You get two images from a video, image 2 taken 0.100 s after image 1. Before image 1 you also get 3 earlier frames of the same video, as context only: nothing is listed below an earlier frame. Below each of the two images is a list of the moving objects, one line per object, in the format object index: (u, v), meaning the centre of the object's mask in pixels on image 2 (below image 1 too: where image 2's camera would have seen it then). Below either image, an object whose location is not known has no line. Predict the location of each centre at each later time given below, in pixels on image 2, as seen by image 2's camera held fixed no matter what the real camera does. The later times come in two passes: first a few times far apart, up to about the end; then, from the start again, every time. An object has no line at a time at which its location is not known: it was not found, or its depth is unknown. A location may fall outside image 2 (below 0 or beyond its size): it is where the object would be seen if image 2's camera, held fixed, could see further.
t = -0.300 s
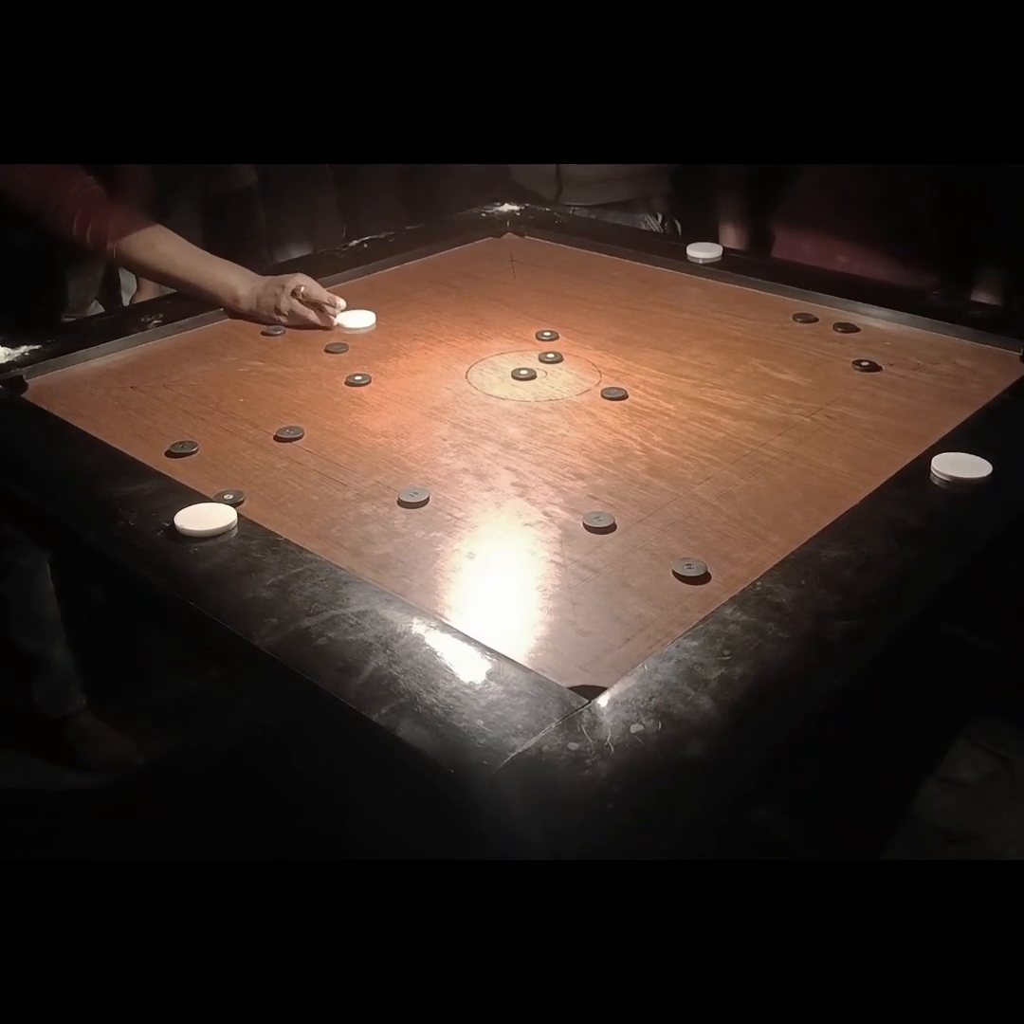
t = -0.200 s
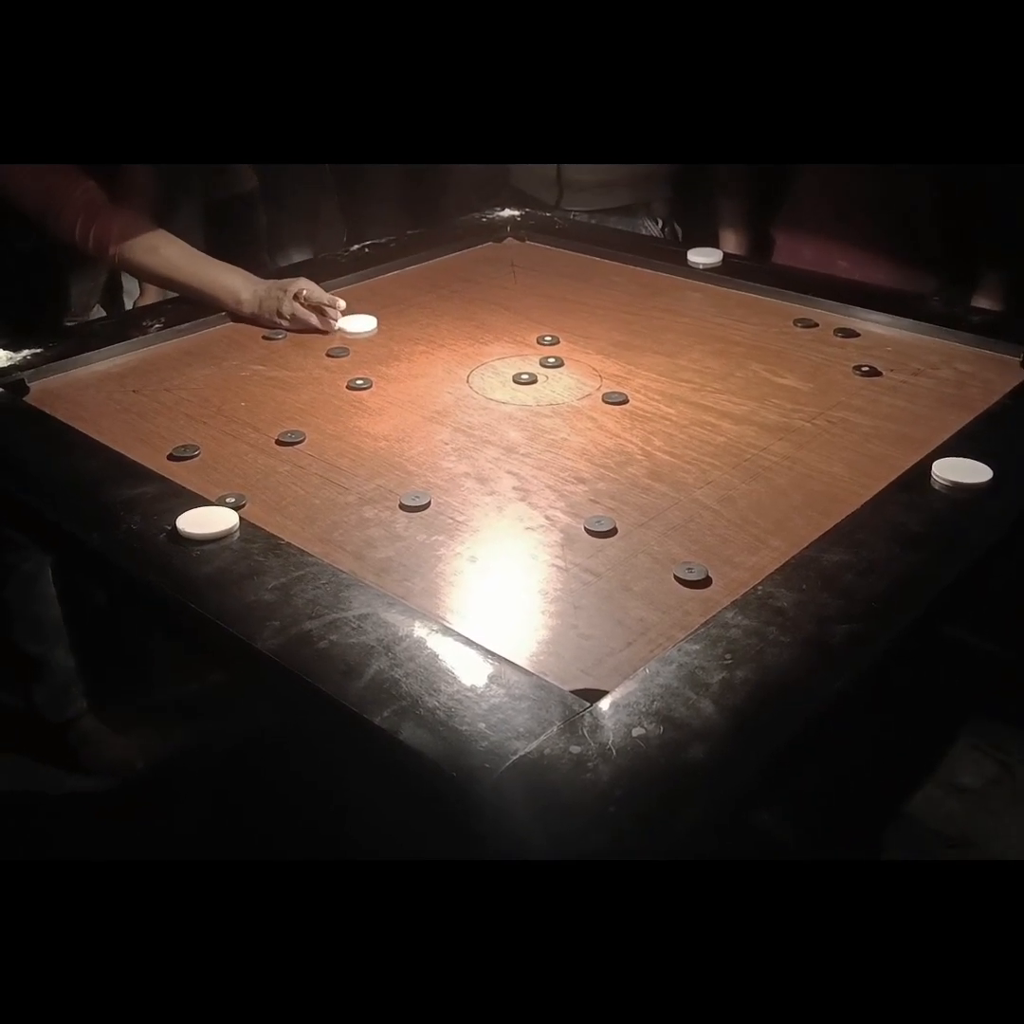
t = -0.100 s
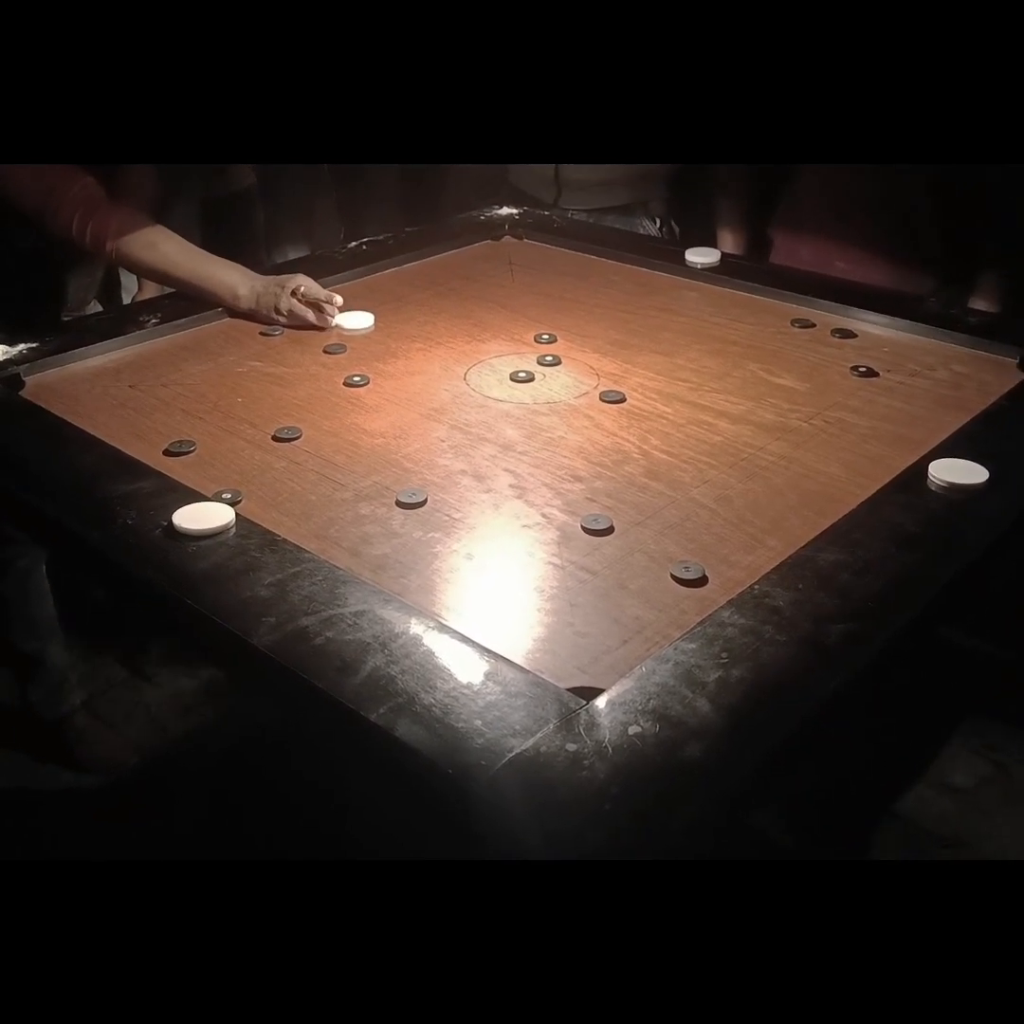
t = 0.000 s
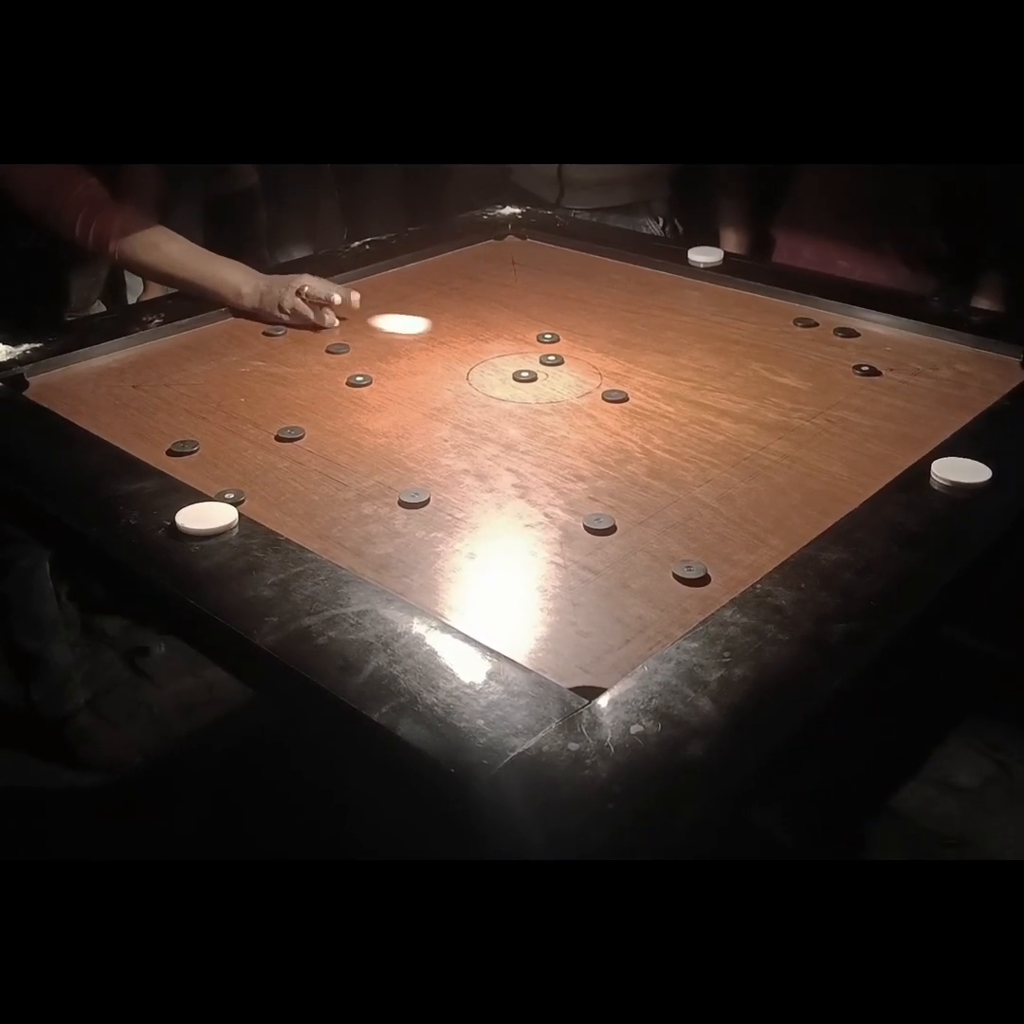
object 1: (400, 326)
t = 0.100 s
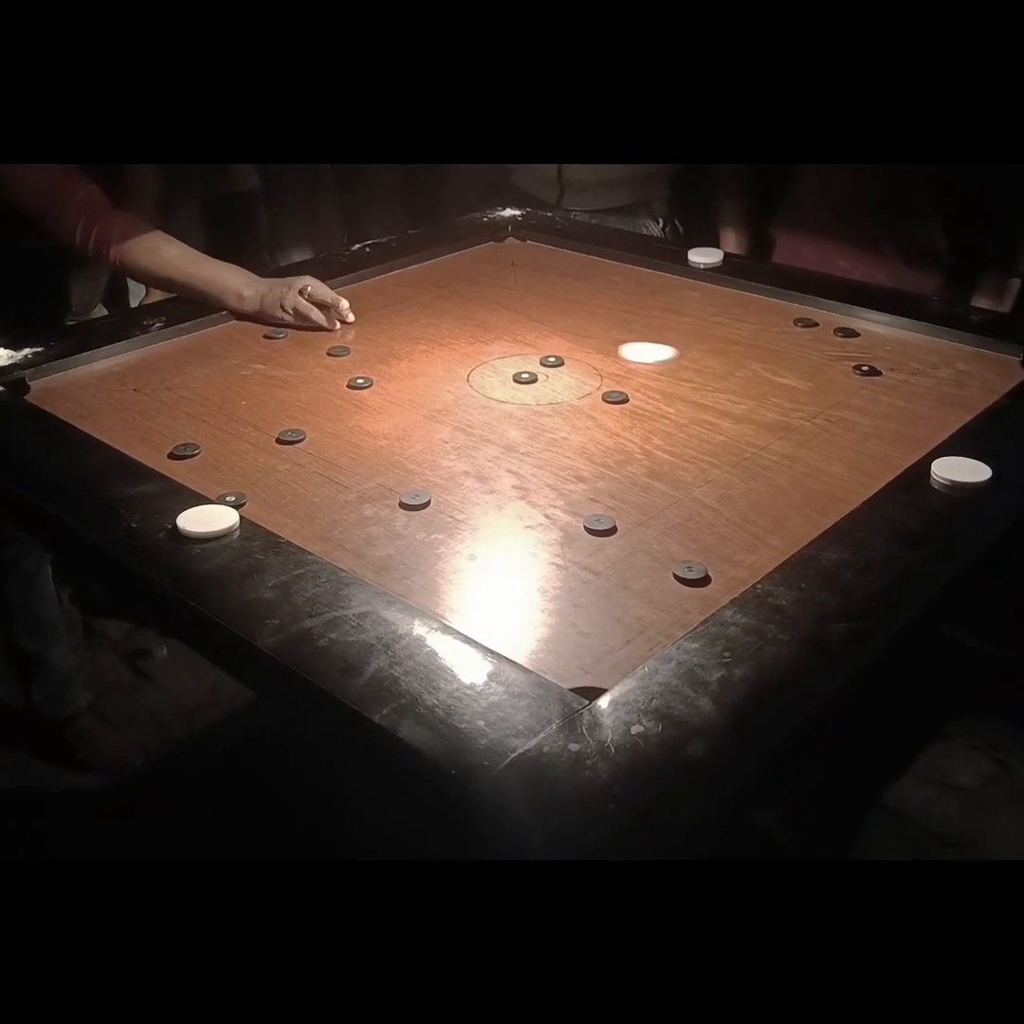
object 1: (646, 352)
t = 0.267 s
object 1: (932, 388)
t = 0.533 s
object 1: (590, 284)
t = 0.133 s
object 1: (723, 361)
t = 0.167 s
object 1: (803, 371)
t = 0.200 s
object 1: (879, 382)
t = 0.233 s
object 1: (952, 397)
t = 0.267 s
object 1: (932, 388)
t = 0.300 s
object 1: (879, 372)
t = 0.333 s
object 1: (829, 356)
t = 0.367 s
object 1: (783, 342)
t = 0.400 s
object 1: (739, 330)
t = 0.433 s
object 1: (697, 317)
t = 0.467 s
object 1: (659, 305)
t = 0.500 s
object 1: (623, 294)
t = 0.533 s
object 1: (590, 284)
